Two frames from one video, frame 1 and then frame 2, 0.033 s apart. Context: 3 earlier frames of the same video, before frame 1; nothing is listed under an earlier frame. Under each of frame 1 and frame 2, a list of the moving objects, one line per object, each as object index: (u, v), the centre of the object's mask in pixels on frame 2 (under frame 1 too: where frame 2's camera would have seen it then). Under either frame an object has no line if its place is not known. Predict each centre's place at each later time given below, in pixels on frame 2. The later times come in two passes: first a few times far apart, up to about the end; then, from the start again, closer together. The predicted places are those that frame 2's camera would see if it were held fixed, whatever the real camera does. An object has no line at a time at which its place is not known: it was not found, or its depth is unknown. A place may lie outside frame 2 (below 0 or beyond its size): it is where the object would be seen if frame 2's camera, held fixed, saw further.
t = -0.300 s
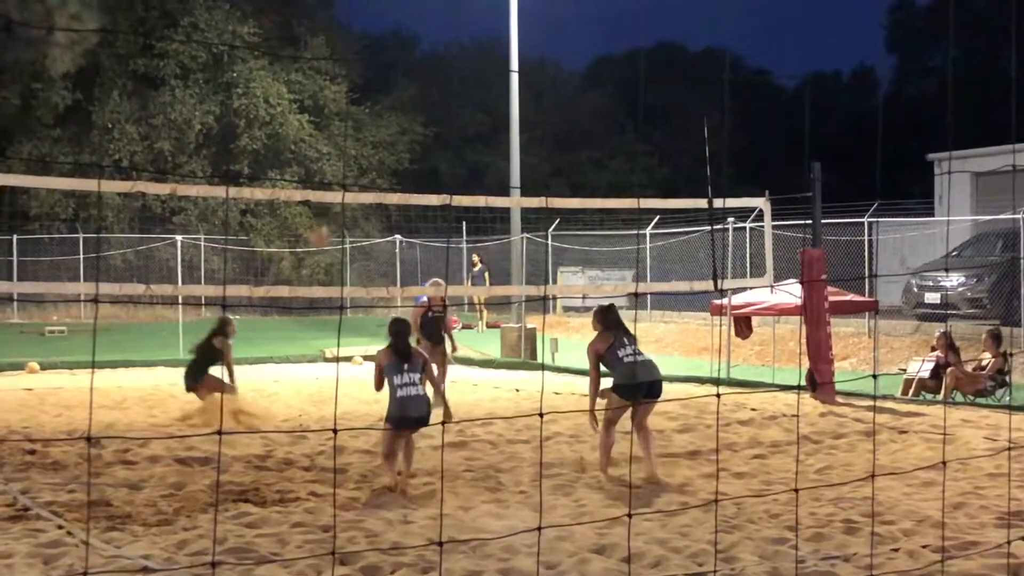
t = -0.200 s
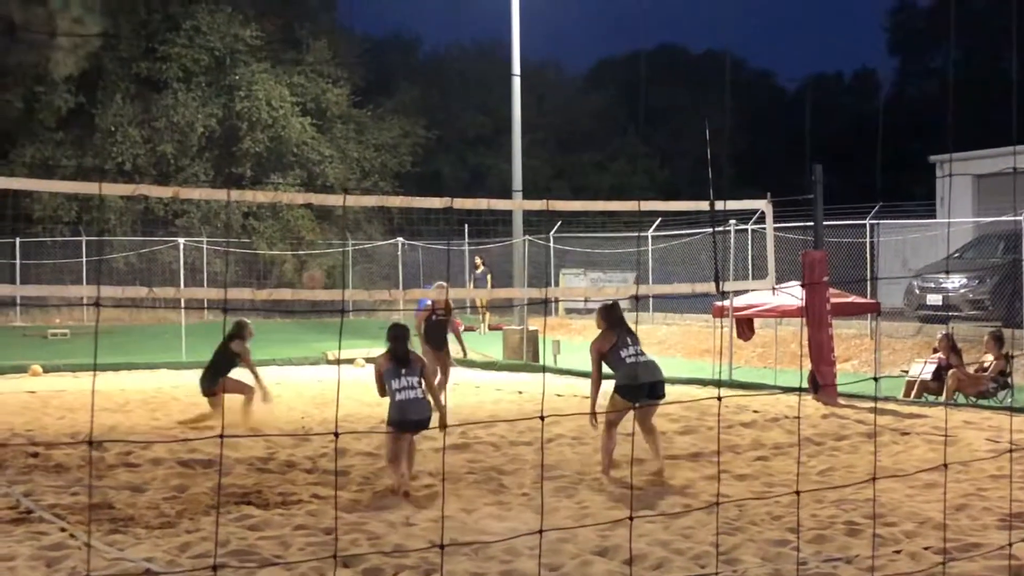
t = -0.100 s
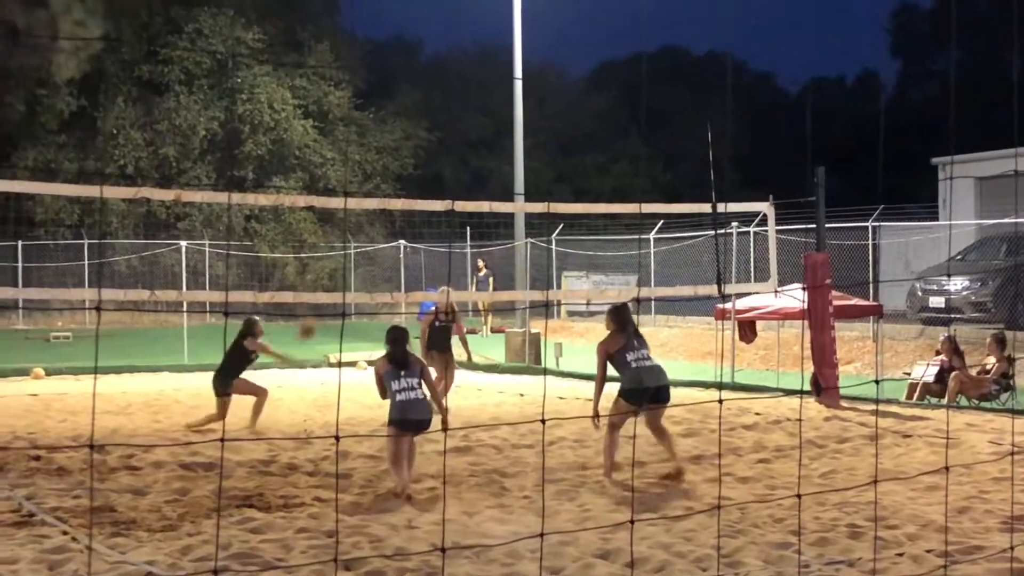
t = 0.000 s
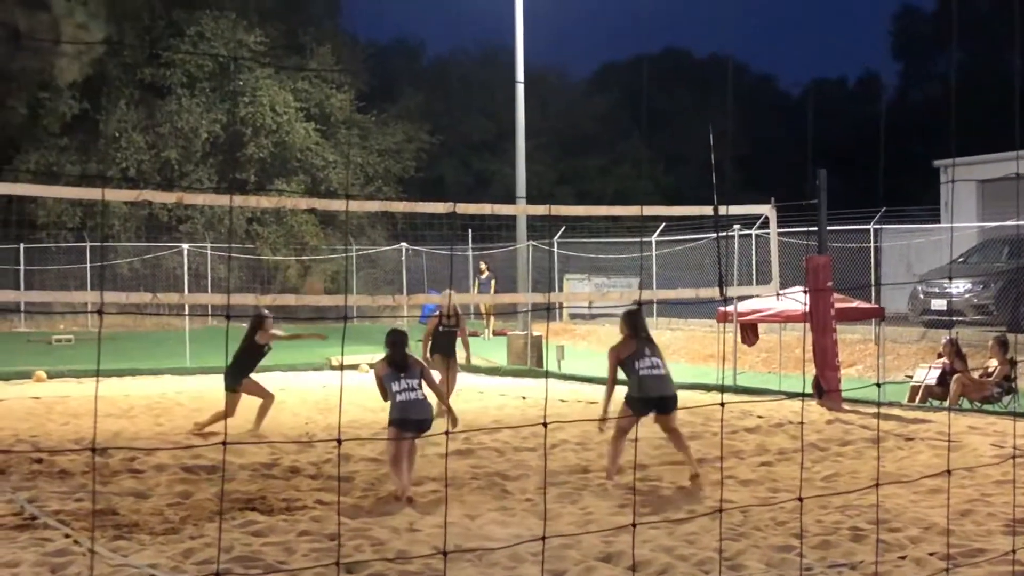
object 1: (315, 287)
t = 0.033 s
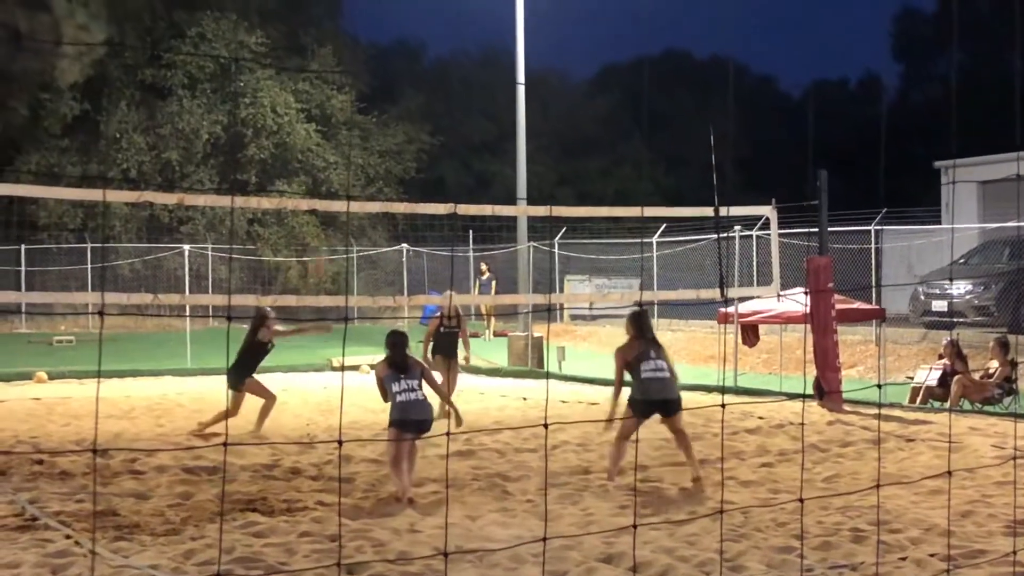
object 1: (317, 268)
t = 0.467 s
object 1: (373, 44)
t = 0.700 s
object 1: (401, 4)
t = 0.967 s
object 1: (434, 22)
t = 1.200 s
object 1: (462, 90)
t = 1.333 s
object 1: (477, 148)
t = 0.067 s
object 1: (325, 240)
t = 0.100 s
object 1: (327, 221)
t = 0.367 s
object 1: (360, 79)
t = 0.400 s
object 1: (366, 65)
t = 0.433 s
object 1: (368, 54)
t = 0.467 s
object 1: (373, 44)
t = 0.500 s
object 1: (377, 36)
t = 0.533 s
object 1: (381, 28)
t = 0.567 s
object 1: (385, 21)
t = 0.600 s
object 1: (389, 15)
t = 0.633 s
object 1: (393, 10)
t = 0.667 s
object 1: (397, 7)
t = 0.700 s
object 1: (401, 4)
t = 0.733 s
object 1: (405, 3)
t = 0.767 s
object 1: (409, 3)
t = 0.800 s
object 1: (413, 3)
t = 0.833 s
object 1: (417, 5)
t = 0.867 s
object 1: (421, 8)
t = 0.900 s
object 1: (425, 11)
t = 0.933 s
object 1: (429, 16)
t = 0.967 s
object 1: (434, 22)
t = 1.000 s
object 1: (437, 28)
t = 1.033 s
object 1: (442, 35)
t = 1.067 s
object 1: (445, 44)
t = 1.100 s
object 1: (450, 53)
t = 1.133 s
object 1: (454, 64)
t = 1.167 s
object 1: (458, 76)
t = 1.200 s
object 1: (462, 90)
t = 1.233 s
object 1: (465, 102)
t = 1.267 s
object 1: (469, 117)
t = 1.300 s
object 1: (473, 132)
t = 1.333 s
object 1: (477, 148)
